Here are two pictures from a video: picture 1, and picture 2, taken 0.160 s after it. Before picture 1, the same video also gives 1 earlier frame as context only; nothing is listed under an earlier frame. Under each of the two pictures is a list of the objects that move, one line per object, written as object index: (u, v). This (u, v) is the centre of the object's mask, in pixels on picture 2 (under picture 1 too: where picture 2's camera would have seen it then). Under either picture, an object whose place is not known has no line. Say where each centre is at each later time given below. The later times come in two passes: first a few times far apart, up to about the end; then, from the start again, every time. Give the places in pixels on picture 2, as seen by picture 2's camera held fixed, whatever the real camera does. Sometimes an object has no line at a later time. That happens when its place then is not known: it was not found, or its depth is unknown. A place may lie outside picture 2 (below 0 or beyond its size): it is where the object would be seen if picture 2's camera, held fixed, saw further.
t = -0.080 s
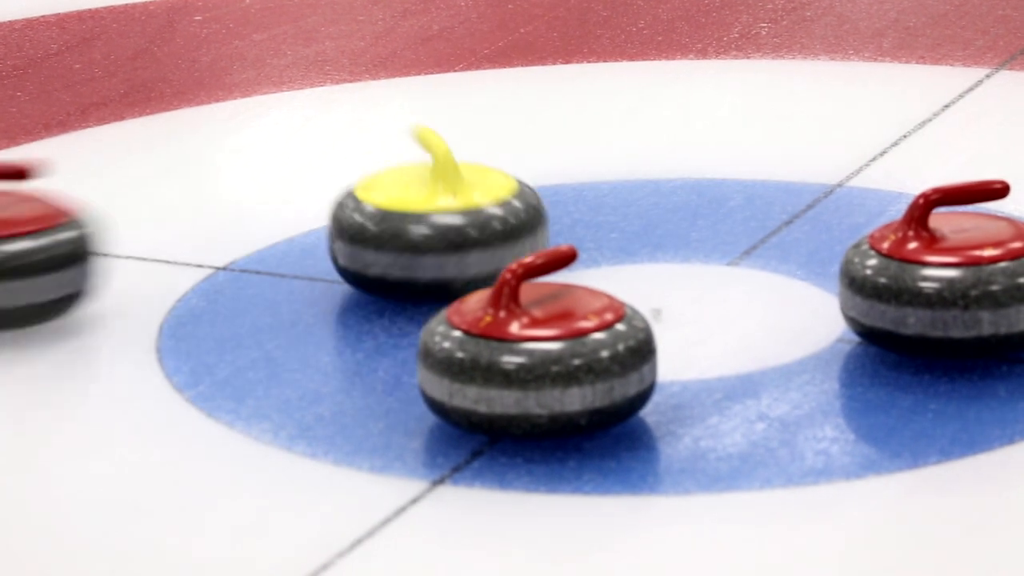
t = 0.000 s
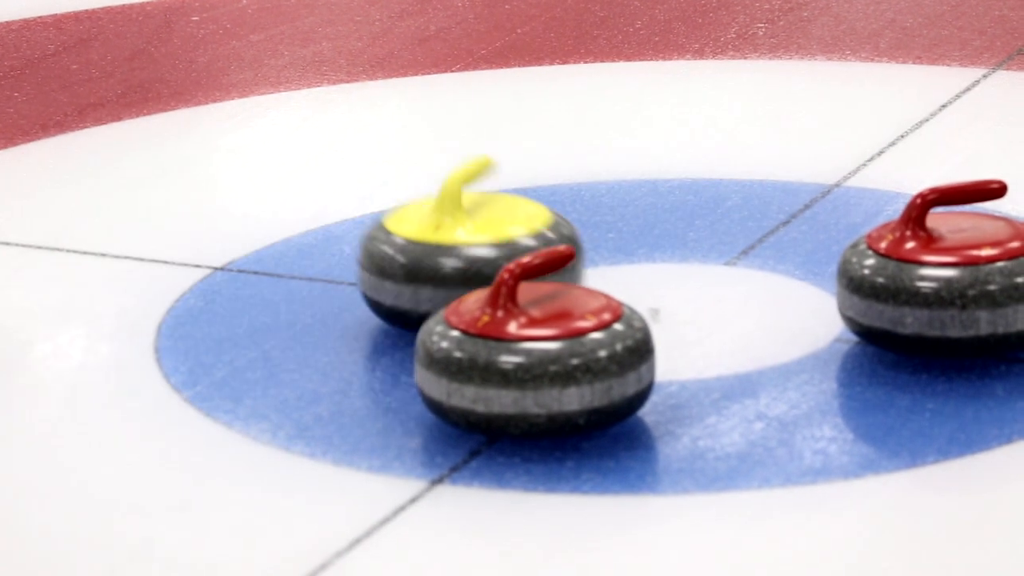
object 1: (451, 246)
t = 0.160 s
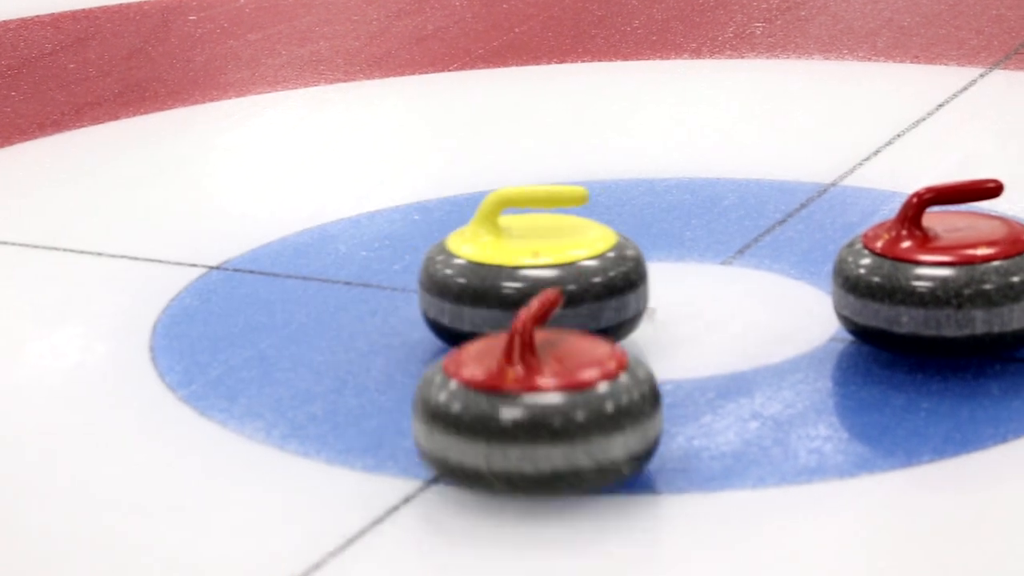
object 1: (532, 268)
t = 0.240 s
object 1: (565, 276)
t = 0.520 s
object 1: (671, 278)
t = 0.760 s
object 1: (720, 268)
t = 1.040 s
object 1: (730, 257)
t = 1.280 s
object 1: (743, 250)
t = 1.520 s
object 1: (755, 243)
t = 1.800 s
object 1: (773, 233)
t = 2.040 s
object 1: (785, 226)
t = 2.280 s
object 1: (796, 222)
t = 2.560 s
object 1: (812, 220)
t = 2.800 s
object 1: (821, 219)
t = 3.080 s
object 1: (822, 219)
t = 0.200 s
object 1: (549, 274)
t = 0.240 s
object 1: (565, 276)
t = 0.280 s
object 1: (580, 277)
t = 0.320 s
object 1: (595, 278)
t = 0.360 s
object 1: (610, 278)
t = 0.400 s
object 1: (626, 279)
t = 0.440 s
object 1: (641, 280)
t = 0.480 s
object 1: (656, 280)
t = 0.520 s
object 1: (671, 278)
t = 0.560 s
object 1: (686, 277)
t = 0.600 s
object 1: (700, 275)
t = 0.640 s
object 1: (715, 274)
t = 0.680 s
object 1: (717, 272)
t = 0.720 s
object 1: (718, 270)
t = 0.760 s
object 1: (720, 268)
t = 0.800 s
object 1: (722, 266)
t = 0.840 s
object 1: (723, 265)
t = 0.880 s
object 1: (725, 263)
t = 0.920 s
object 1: (726, 261)
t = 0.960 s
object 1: (726, 260)
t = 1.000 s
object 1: (728, 259)
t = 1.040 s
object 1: (730, 257)
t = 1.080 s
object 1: (732, 256)
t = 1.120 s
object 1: (734, 255)
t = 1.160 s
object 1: (737, 254)
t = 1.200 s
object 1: (739, 253)
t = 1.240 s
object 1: (741, 251)
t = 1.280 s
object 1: (743, 250)
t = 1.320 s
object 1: (745, 249)
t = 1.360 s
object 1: (747, 249)
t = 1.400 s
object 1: (749, 247)
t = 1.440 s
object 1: (751, 246)
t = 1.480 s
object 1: (753, 245)
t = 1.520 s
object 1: (755, 243)
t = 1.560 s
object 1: (757, 242)
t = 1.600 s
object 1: (760, 240)
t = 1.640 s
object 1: (763, 239)
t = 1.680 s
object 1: (766, 238)
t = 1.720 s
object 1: (768, 236)
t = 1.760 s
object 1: (770, 235)
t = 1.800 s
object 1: (773, 233)
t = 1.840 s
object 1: (774, 232)
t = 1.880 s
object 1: (776, 231)
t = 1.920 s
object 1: (779, 230)
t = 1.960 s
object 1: (781, 229)
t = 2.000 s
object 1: (783, 228)
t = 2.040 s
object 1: (785, 226)
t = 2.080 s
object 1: (787, 226)
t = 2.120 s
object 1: (788, 224)
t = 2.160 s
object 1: (790, 224)
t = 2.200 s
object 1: (792, 223)
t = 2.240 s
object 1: (795, 222)
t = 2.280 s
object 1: (796, 222)
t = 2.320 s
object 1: (799, 221)
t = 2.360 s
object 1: (801, 221)
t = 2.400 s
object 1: (803, 220)
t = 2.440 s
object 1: (806, 220)
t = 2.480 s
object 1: (808, 220)
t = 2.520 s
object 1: (810, 220)
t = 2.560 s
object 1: (812, 220)
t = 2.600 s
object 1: (814, 220)
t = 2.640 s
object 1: (816, 220)
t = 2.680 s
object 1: (817, 220)
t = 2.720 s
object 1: (819, 219)
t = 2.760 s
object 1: (820, 219)
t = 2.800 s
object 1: (821, 219)
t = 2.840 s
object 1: (822, 219)
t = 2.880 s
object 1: (822, 219)
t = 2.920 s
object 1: (822, 220)
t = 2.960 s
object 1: (822, 220)
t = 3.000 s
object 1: (822, 219)
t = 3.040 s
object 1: (822, 219)
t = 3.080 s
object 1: (822, 219)
